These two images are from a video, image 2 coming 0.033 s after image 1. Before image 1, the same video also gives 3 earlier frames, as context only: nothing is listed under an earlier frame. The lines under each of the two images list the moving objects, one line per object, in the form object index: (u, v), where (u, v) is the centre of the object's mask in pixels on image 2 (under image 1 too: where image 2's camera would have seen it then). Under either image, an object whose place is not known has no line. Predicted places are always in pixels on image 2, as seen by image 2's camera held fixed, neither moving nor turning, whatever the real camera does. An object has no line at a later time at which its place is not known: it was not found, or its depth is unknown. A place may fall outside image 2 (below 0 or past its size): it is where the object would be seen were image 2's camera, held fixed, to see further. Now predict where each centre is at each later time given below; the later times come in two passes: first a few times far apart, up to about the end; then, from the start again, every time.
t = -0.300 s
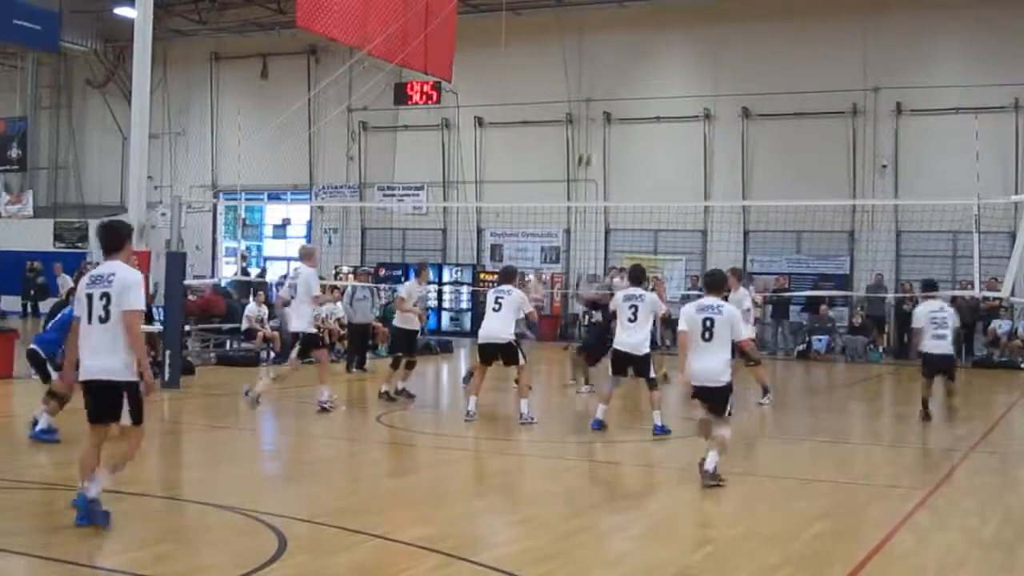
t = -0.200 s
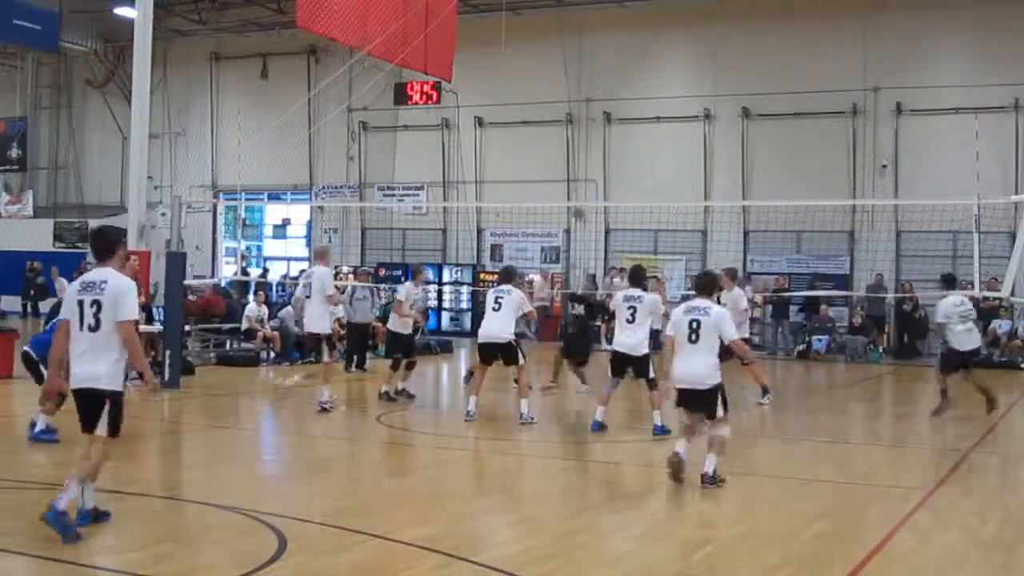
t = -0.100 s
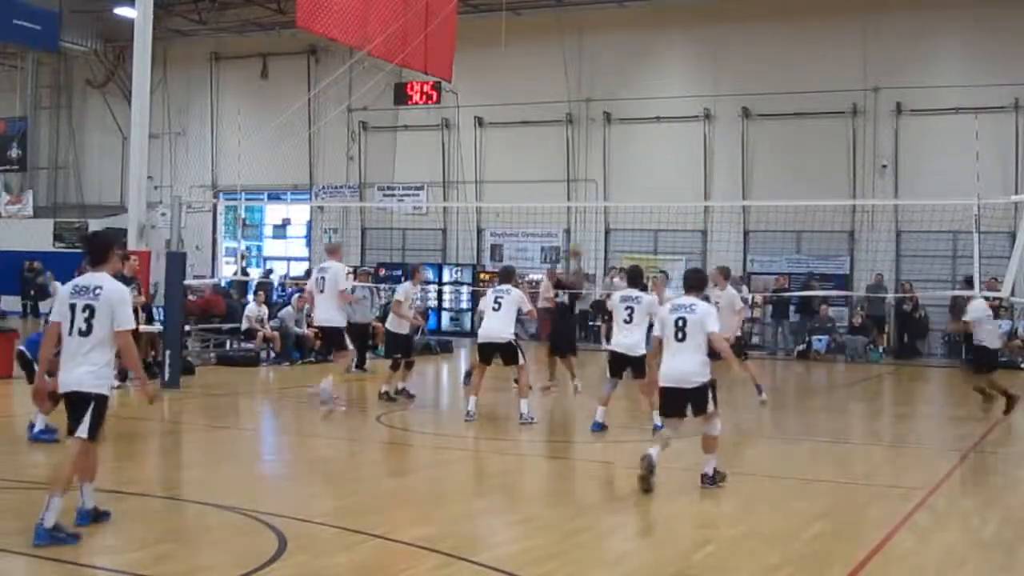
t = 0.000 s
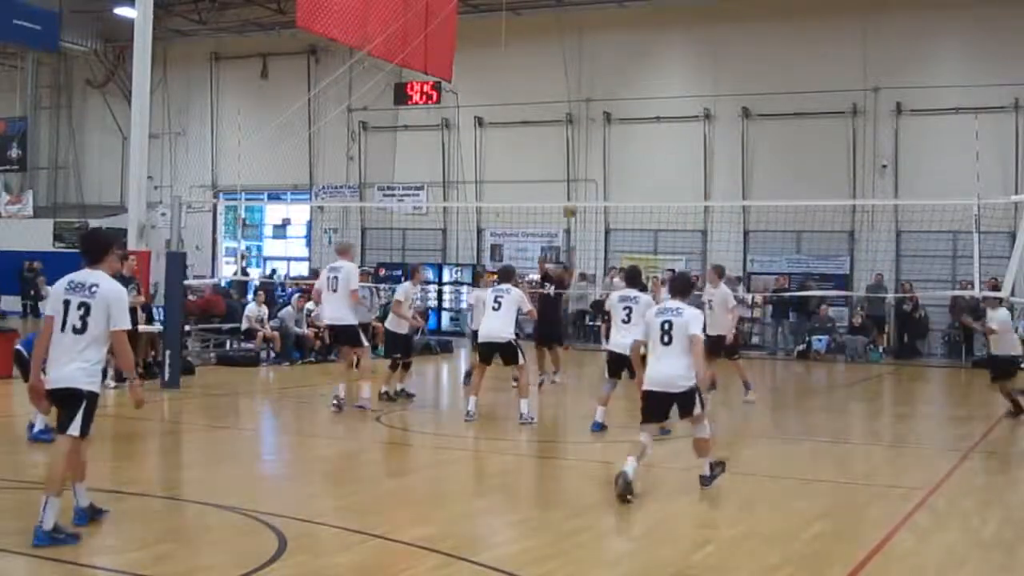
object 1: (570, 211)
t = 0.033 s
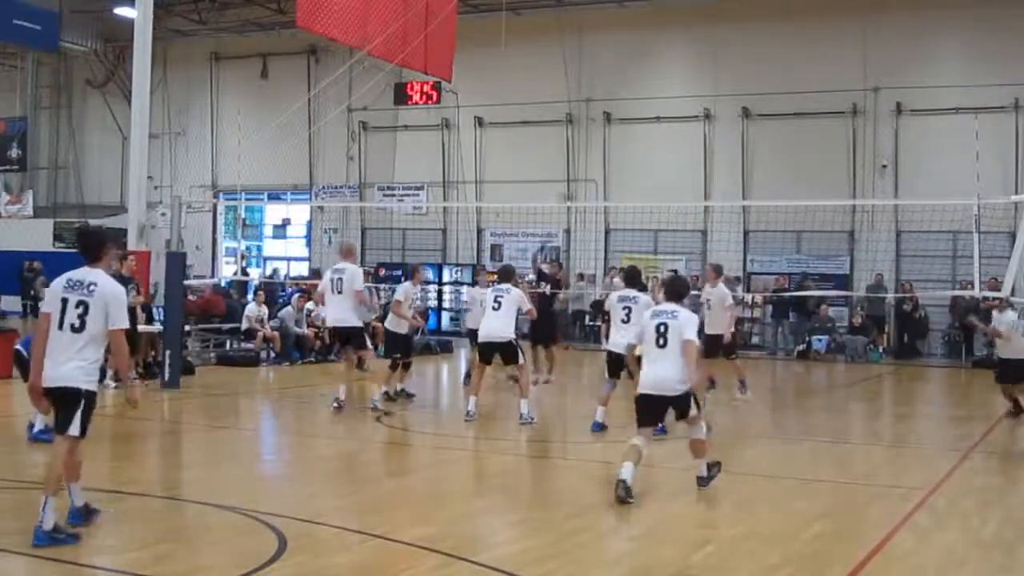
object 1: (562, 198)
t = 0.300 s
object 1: (556, 121)
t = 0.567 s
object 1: (535, 96)
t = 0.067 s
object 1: (566, 186)
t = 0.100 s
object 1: (563, 174)
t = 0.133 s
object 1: (561, 164)
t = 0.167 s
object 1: (558, 157)
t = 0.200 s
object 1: (558, 145)
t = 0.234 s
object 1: (556, 137)
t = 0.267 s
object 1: (554, 131)
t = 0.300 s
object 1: (556, 121)
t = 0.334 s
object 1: (548, 113)
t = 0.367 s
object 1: (547, 111)
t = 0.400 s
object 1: (544, 108)
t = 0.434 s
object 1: (543, 104)
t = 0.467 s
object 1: (540, 100)
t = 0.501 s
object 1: (539, 97)
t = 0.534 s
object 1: (536, 97)
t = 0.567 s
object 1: (535, 96)
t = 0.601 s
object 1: (533, 97)
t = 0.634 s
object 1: (530, 97)
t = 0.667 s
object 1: (528, 101)
